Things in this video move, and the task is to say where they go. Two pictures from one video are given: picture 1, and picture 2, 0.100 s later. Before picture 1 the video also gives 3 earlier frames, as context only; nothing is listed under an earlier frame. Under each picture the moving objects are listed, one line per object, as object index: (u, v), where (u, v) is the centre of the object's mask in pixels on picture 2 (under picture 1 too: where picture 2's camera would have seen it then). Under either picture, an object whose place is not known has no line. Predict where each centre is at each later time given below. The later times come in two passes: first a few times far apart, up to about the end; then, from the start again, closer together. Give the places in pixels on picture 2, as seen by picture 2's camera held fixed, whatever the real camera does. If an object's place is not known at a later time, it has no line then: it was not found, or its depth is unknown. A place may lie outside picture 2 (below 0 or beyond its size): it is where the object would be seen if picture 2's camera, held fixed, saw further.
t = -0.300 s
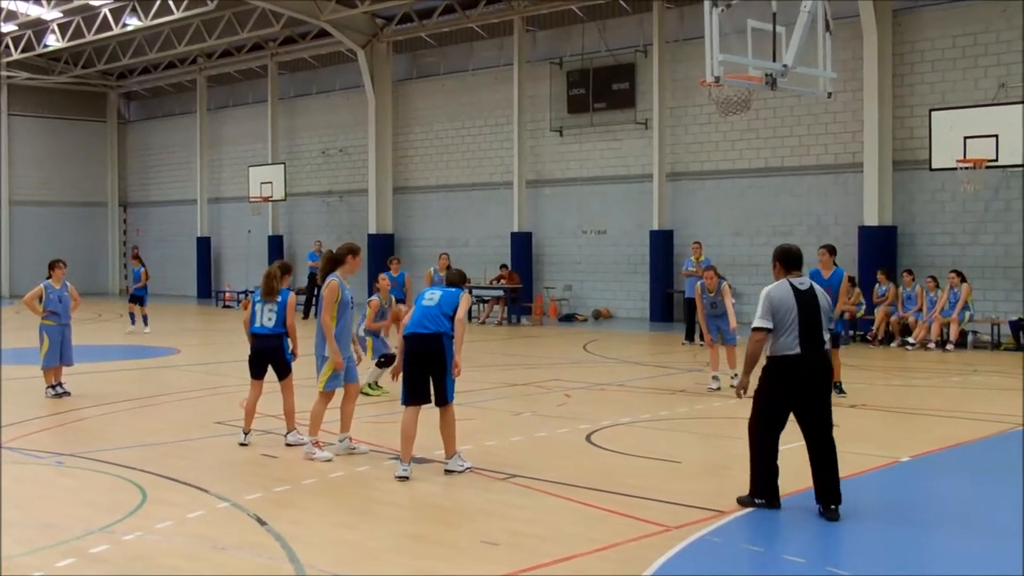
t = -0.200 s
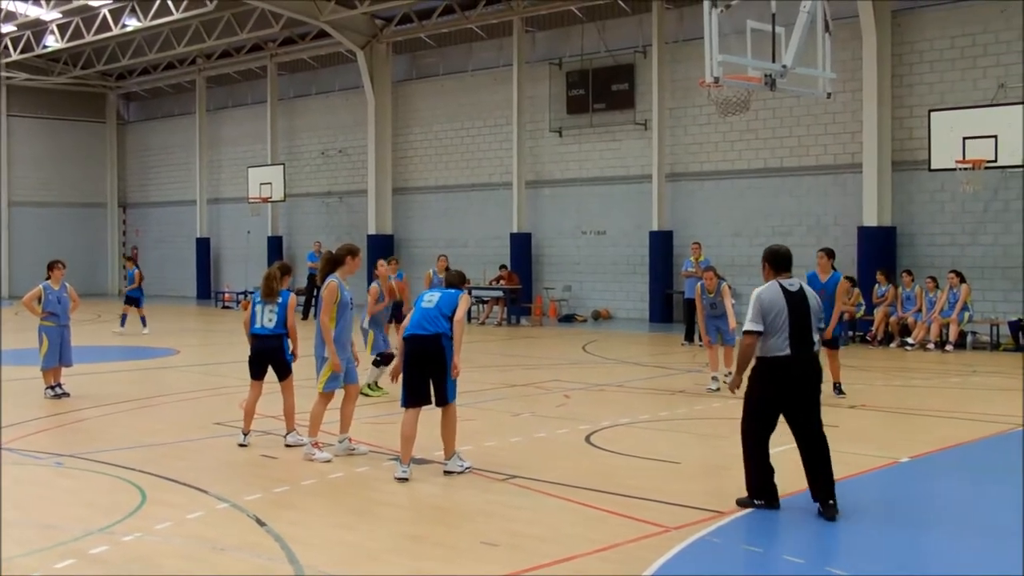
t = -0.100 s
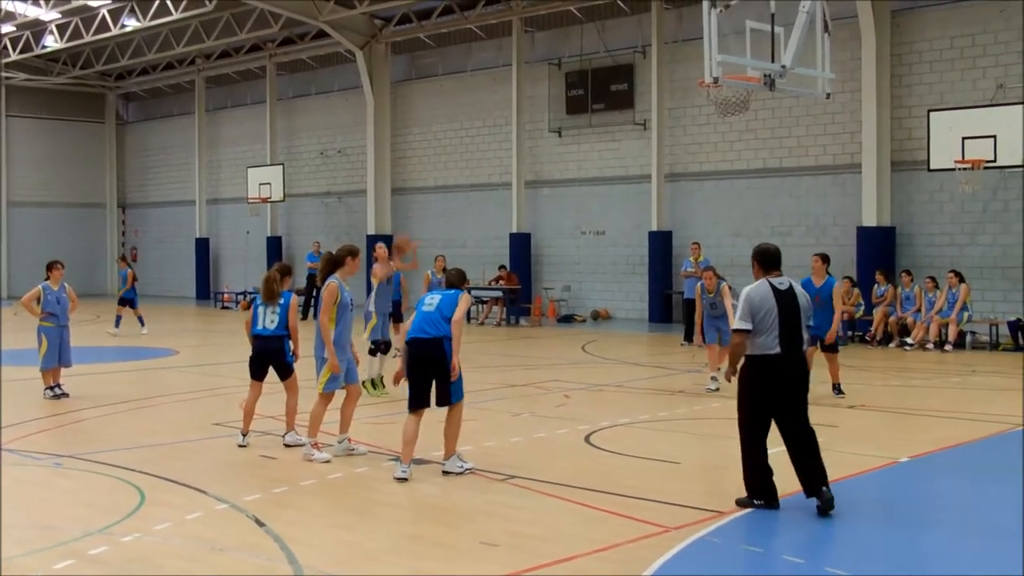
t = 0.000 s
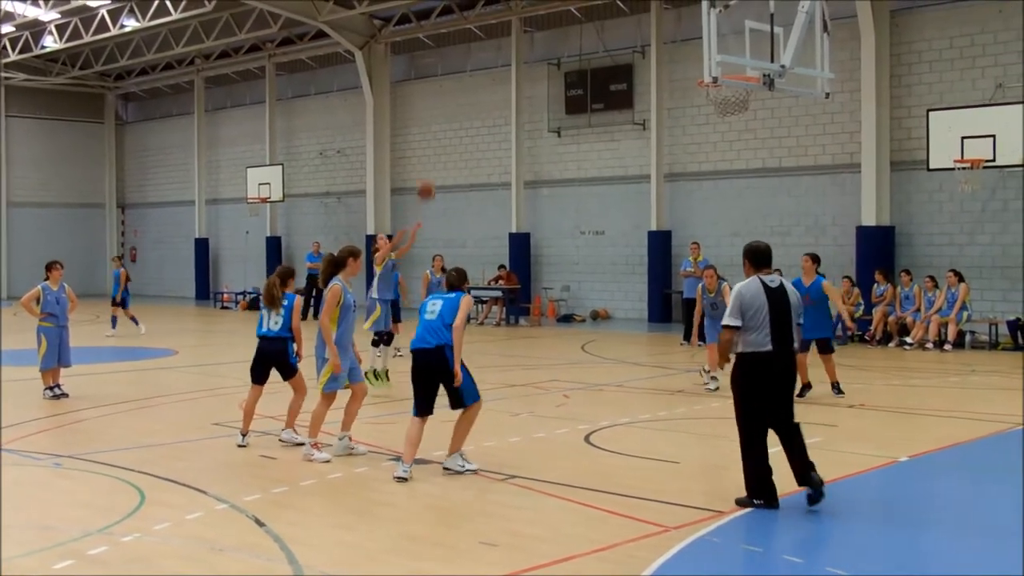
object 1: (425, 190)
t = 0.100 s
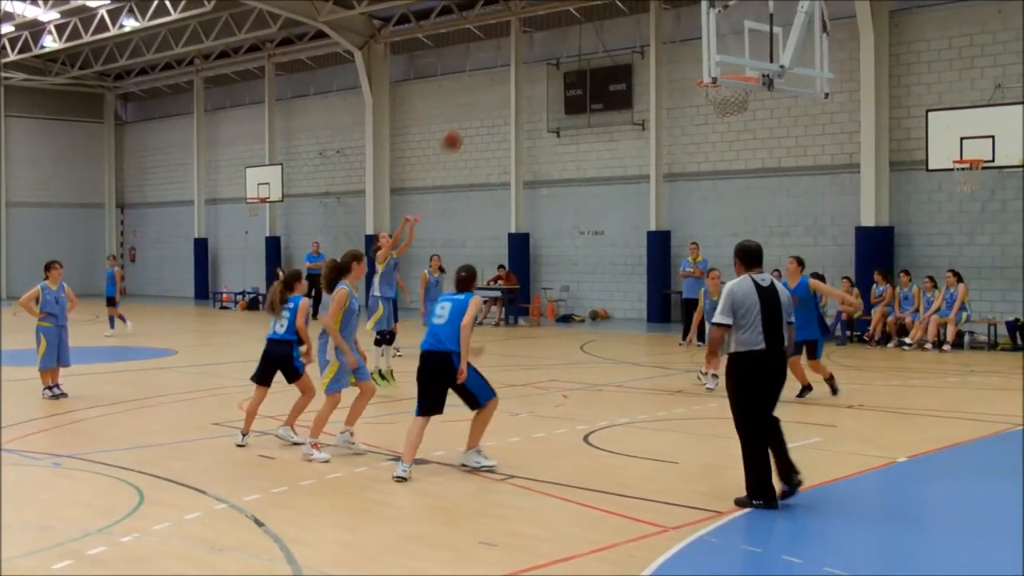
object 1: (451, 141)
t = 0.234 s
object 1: (488, 88)
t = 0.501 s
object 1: (570, 20)
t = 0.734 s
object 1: (652, 20)
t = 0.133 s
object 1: (460, 126)
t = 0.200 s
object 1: (478, 100)
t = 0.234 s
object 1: (488, 88)
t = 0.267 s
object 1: (498, 75)
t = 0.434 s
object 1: (550, 30)
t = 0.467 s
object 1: (559, 25)
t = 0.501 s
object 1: (570, 20)
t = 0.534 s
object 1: (582, 17)
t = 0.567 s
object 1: (593, 14)
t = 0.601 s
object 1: (604, 13)
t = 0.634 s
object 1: (616, 12)
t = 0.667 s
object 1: (629, 14)
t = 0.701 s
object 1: (639, 16)
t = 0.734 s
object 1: (652, 20)
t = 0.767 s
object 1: (664, 25)
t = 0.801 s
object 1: (678, 32)
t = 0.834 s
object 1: (690, 38)
